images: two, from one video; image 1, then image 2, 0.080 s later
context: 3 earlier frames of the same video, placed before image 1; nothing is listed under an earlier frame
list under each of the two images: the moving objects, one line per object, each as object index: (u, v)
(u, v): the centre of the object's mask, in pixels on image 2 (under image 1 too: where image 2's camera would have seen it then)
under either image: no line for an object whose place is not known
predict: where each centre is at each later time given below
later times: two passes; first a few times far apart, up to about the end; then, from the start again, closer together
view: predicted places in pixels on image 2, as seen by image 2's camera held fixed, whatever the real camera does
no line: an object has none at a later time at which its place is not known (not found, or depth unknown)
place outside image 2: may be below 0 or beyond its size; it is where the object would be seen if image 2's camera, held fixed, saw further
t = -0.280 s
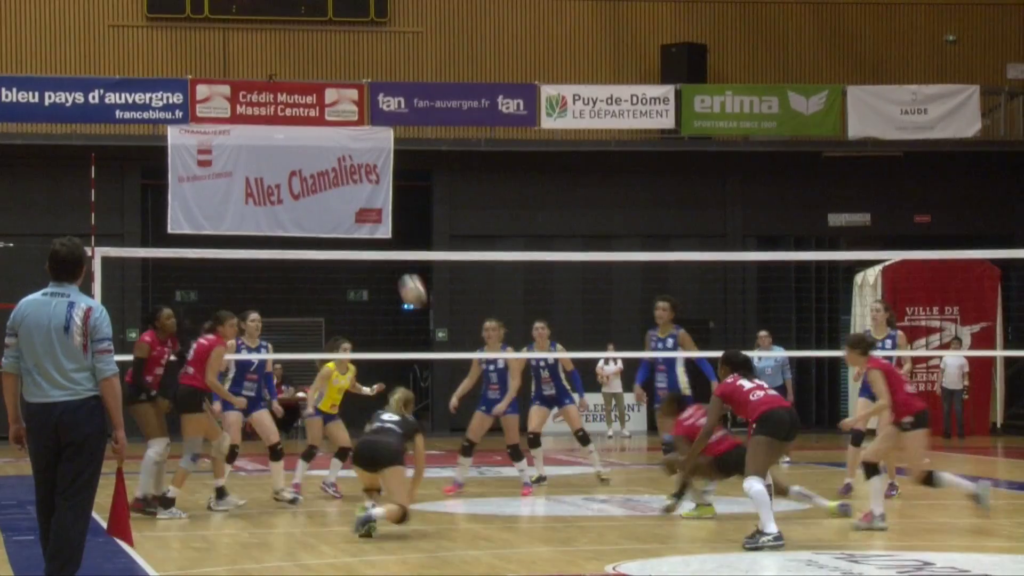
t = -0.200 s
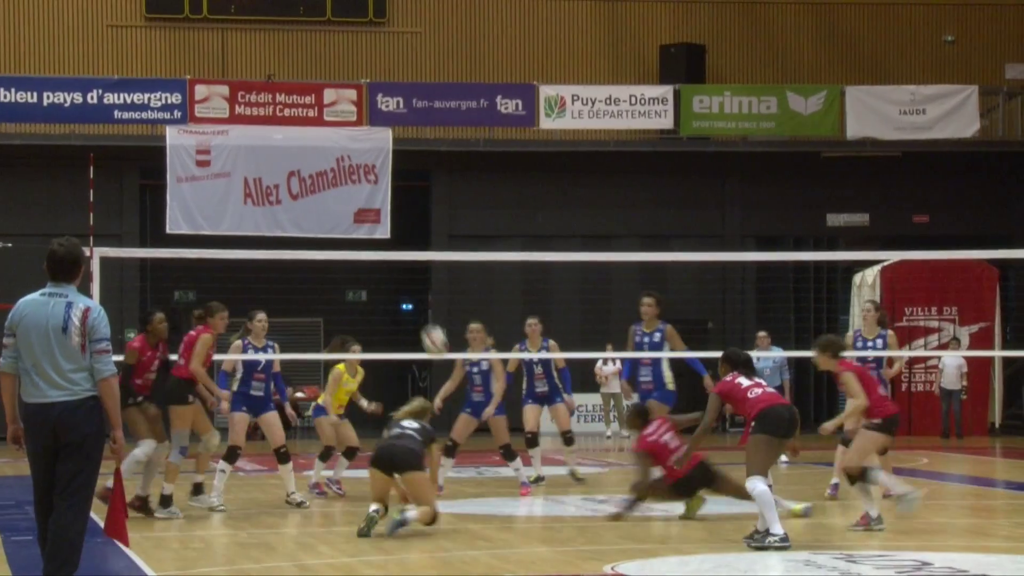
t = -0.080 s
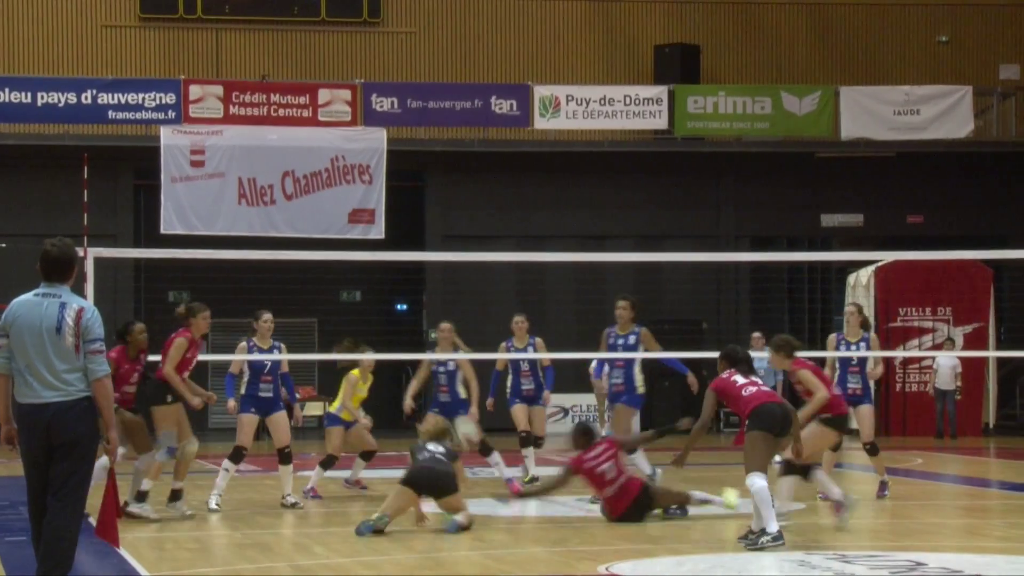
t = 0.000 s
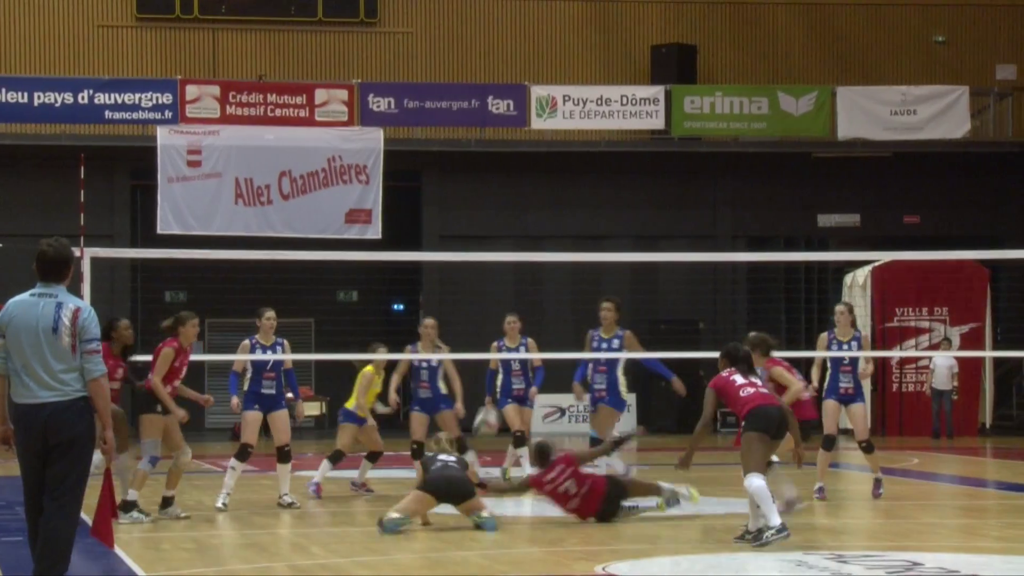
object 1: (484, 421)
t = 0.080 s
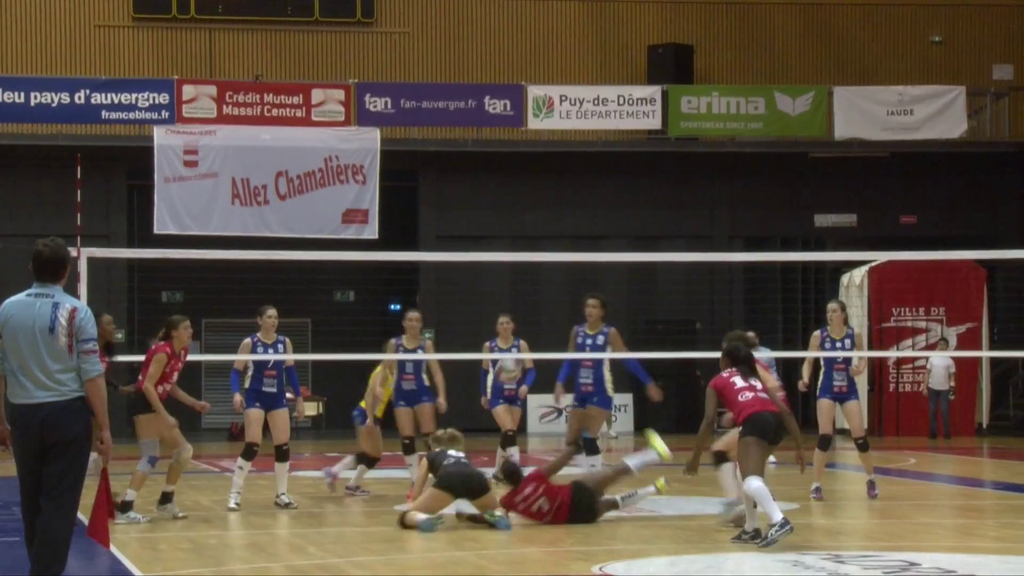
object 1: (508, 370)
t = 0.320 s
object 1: (581, 256)
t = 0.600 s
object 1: (664, 212)
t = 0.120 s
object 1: (522, 342)
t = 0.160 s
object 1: (533, 324)
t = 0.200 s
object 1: (545, 304)
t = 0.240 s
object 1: (557, 287)
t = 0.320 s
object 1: (581, 256)
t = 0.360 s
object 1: (594, 242)
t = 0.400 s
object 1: (605, 234)
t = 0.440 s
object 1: (617, 226)
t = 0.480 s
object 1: (629, 219)
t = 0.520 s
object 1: (640, 215)
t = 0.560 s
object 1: (653, 213)
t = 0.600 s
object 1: (664, 212)
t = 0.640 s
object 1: (677, 213)
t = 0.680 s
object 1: (687, 216)
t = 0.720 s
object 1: (701, 221)
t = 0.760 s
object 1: (713, 228)
